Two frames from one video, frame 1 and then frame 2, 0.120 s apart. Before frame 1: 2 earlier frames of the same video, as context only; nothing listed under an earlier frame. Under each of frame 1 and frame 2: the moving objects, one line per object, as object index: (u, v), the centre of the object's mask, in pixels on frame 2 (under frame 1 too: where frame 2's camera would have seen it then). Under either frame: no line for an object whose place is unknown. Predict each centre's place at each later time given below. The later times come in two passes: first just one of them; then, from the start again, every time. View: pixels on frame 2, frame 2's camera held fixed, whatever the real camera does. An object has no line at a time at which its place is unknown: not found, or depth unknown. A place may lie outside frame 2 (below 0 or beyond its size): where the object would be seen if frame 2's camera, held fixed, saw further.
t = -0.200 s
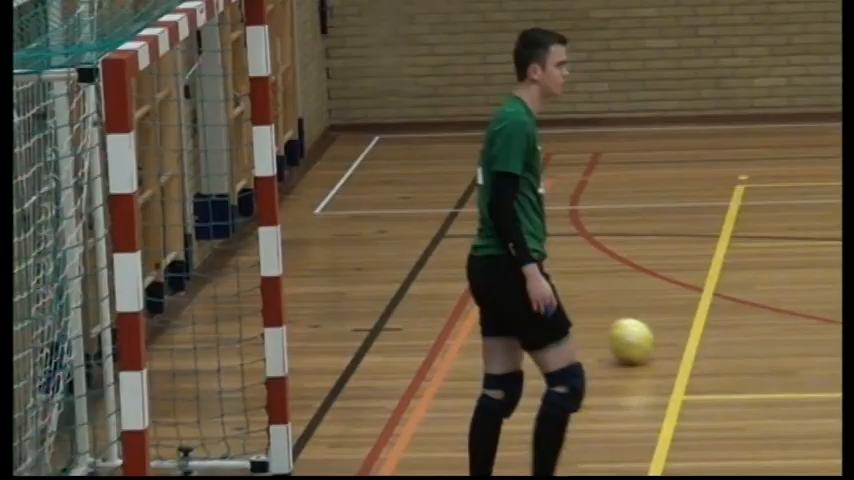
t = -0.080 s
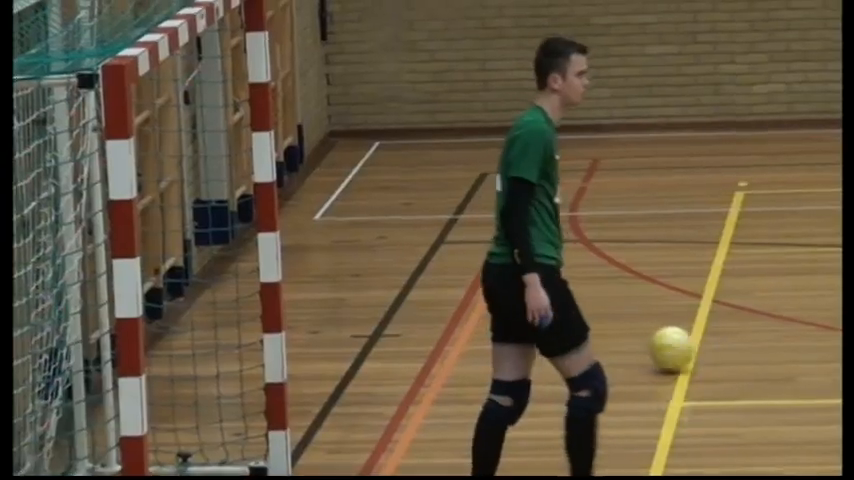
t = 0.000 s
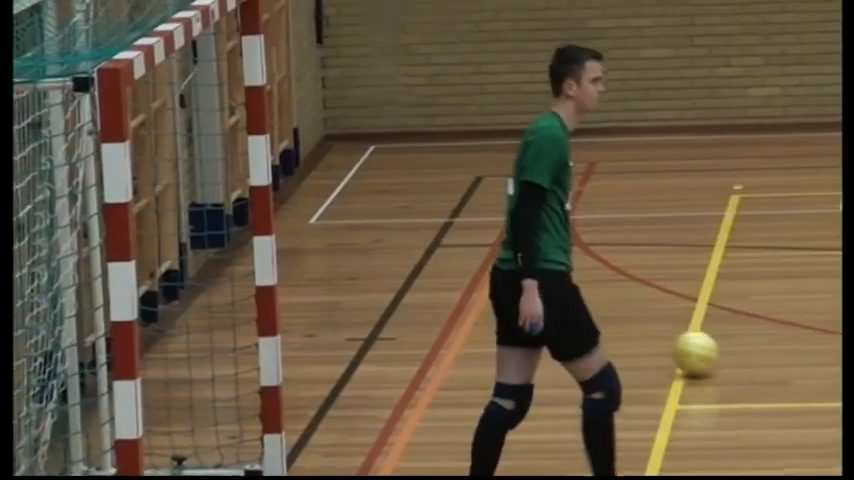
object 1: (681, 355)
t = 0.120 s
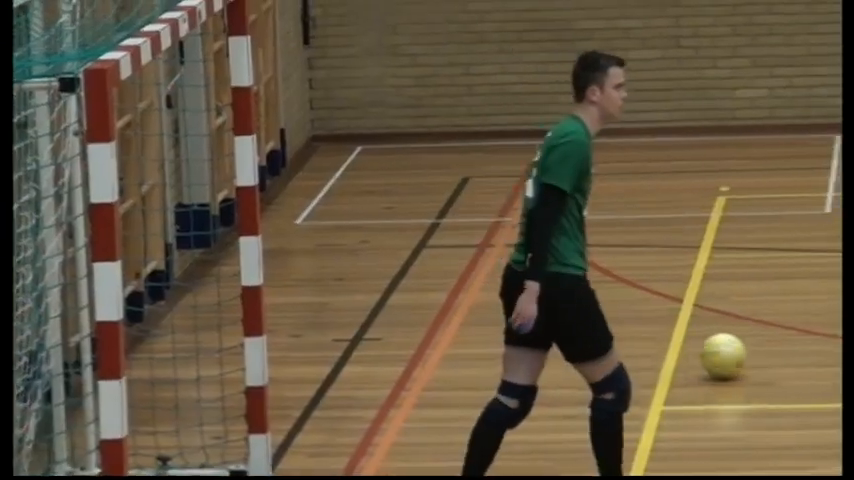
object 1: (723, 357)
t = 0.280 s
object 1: (781, 360)
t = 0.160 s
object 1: (738, 358)
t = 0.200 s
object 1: (752, 359)
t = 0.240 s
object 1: (767, 360)
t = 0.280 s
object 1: (781, 360)
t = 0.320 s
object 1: (795, 361)
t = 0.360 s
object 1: (809, 361)
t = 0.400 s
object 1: (822, 362)
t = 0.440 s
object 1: (837, 364)
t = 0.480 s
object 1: (853, 365)
